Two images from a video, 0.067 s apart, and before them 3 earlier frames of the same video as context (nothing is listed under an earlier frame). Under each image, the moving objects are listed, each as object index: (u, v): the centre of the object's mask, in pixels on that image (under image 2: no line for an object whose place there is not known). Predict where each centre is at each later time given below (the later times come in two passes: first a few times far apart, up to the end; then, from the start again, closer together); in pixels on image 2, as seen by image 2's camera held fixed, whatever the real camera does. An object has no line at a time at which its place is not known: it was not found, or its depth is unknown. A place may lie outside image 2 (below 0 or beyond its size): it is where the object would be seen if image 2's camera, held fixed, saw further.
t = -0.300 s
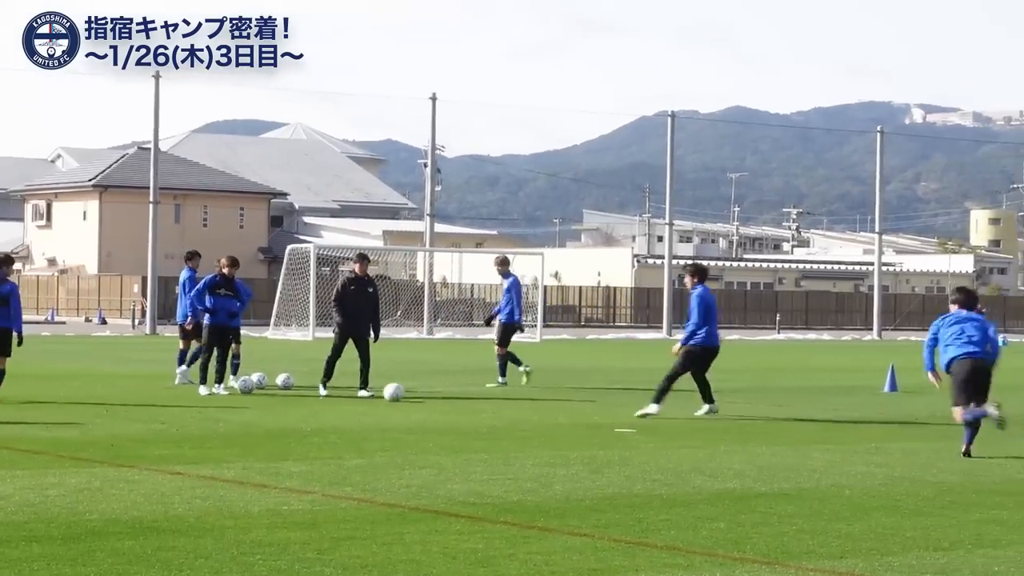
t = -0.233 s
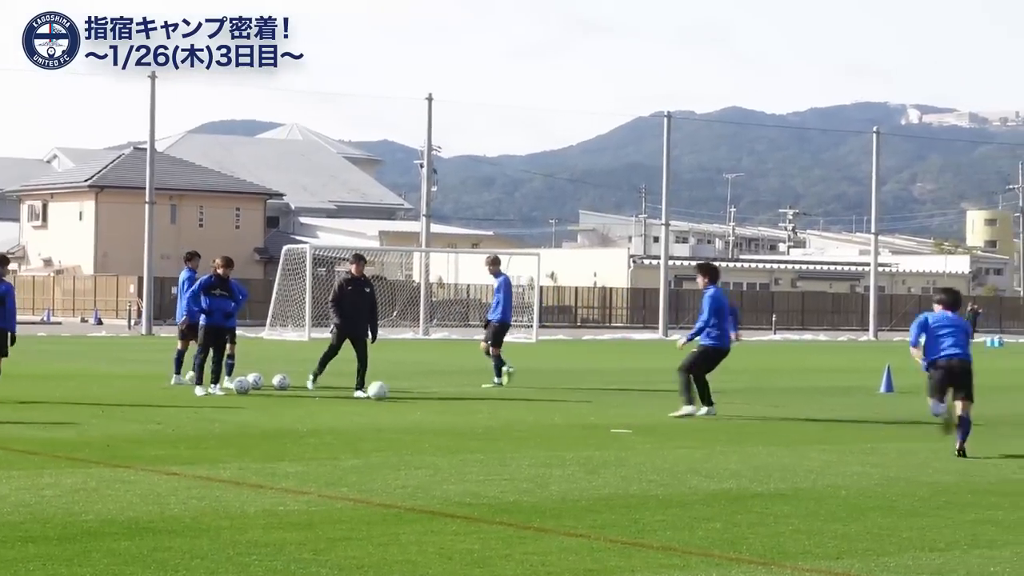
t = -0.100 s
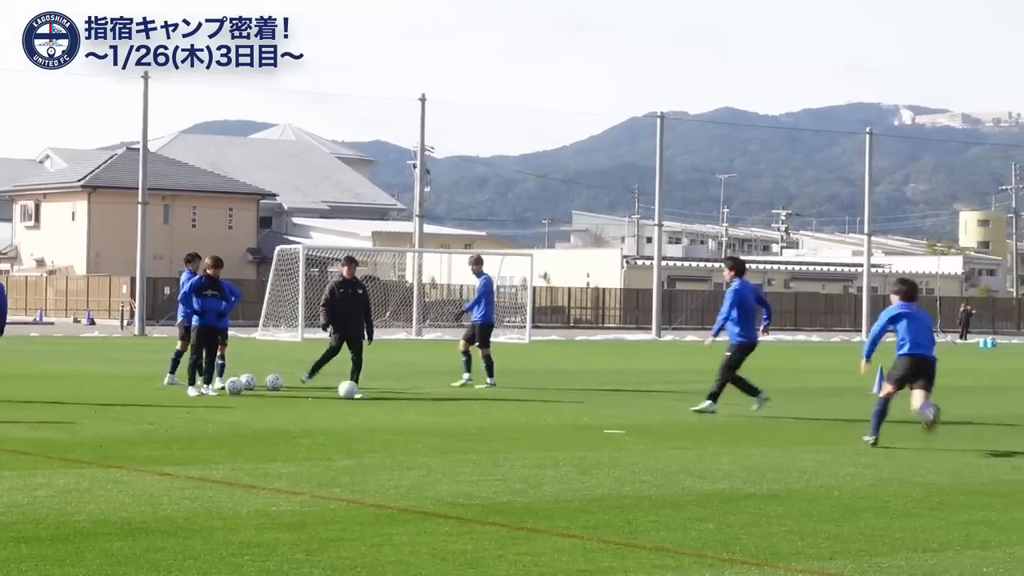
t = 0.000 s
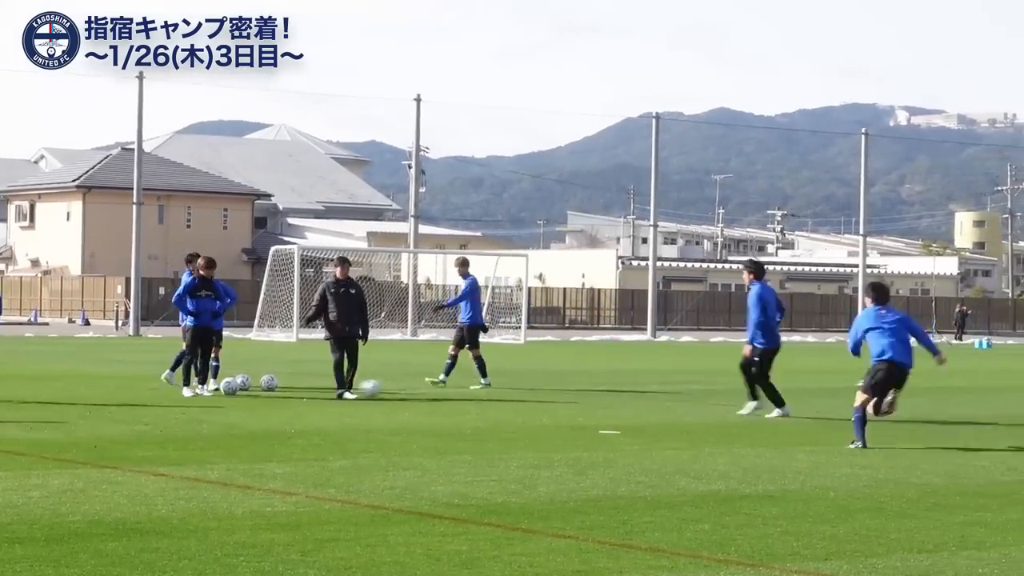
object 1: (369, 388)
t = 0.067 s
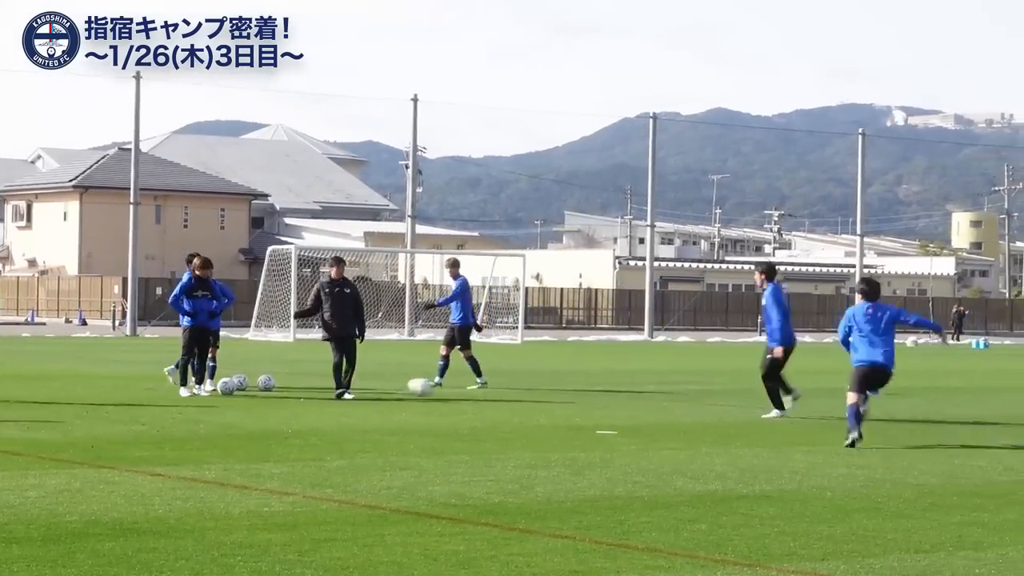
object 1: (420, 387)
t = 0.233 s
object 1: (546, 393)
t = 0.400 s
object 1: (663, 397)
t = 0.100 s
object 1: (445, 388)
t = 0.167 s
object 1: (497, 392)
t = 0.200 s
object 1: (523, 395)
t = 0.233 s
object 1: (546, 393)
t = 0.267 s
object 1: (569, 392)
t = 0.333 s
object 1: (615, 392)
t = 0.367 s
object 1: (639, 394)
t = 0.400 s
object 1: (663, 397)
